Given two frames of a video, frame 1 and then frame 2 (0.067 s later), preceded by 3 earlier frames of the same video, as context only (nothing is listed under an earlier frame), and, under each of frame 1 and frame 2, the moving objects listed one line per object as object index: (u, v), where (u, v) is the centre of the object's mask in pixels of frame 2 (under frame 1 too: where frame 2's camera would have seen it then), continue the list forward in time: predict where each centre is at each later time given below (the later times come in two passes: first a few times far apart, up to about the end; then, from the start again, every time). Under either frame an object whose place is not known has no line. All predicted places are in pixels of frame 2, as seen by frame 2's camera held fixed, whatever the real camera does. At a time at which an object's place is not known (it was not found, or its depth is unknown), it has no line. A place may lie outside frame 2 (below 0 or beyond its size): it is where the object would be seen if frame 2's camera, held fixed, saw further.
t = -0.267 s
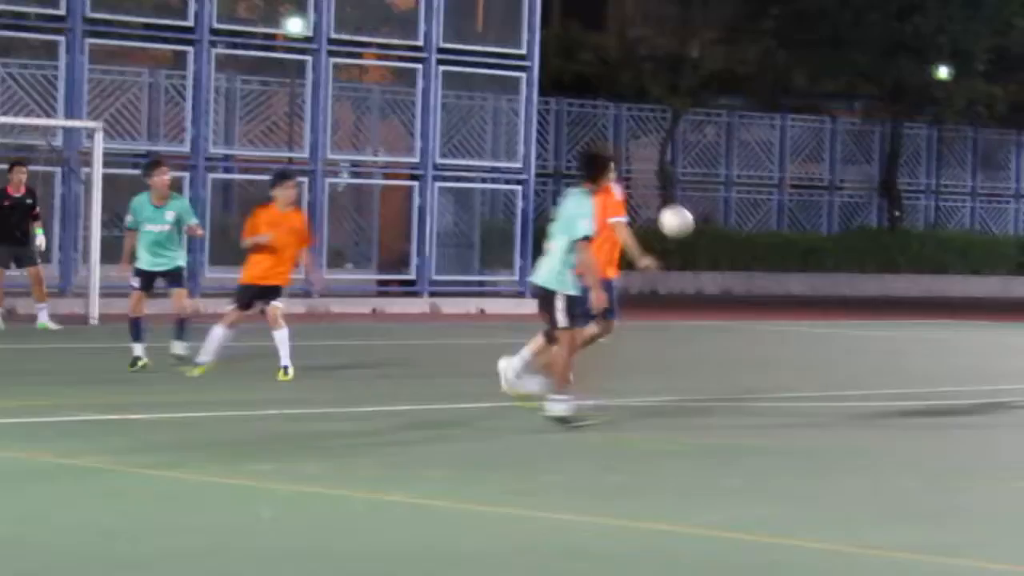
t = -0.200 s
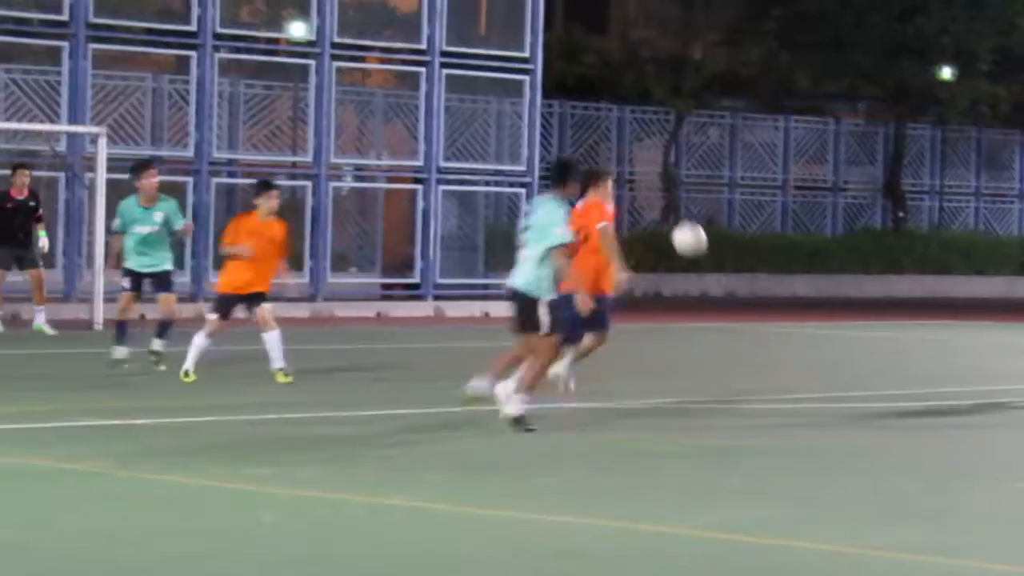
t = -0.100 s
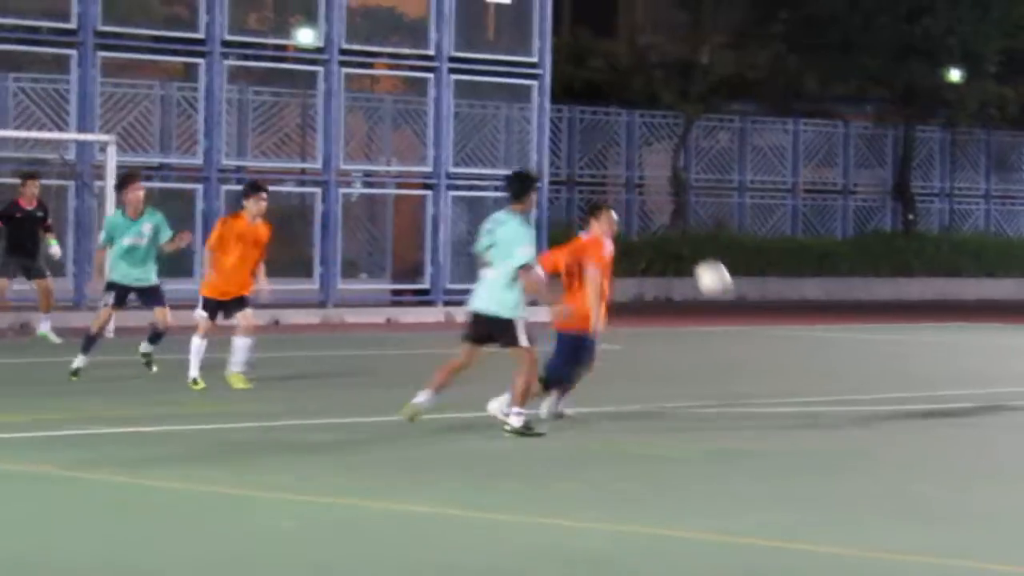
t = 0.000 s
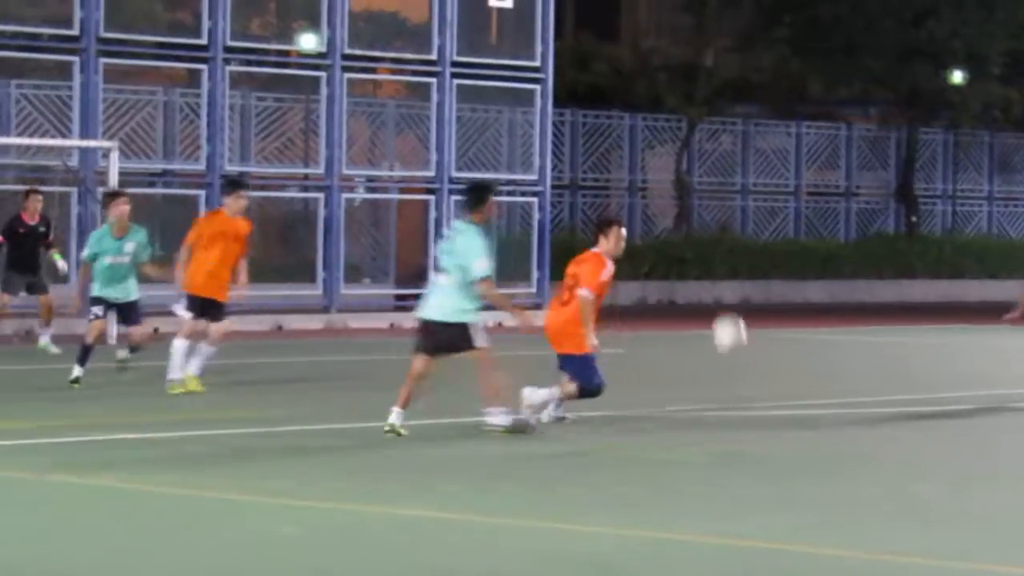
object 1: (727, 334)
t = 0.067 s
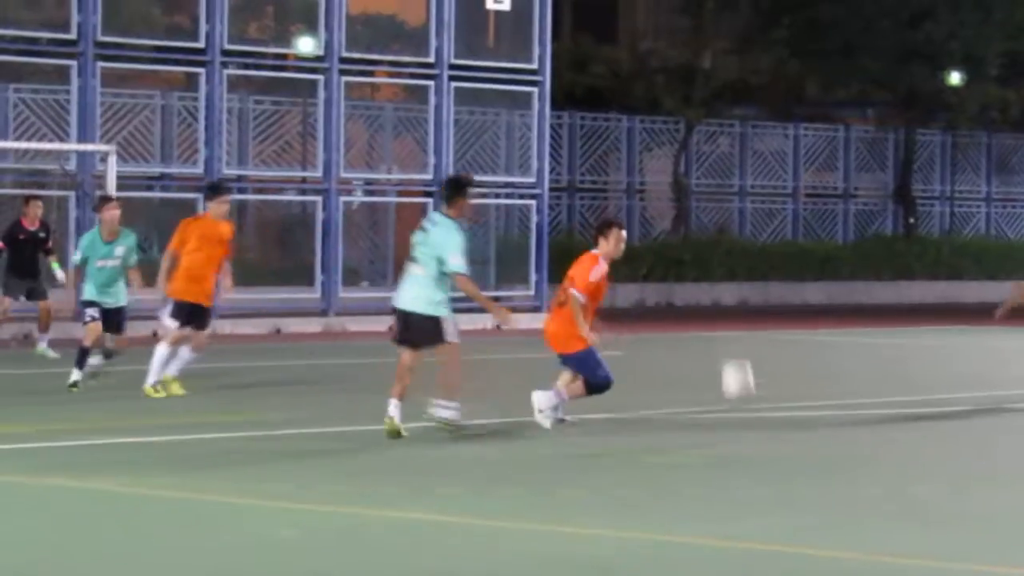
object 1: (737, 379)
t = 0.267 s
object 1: (781, 349)
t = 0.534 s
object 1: (847, 284)
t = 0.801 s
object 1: (912, 329)
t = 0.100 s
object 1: (742, 403)
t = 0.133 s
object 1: (748, 420)
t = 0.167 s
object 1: (756, 401)
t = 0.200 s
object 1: (764, 382)
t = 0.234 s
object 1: (772, 365)
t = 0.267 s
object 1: (781, 349)
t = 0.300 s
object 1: (789, 334)
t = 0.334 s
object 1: (797, 323)
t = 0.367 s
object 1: (805, 312)
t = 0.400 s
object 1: (814, 304)
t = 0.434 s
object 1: (822, 297)
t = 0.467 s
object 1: (831, 291)
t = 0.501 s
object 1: (838, 286)
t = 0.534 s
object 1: (847, 284)
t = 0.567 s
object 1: (855, 283)
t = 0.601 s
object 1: (863, 284)
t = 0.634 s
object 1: (871, 286)
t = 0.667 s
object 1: (879, 292)
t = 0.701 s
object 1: (888, 299)
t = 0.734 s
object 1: (896, 307)
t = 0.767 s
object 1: (904, 316)
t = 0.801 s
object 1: (912, 329)
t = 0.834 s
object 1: (921, 343)
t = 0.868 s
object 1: (928, 358)
